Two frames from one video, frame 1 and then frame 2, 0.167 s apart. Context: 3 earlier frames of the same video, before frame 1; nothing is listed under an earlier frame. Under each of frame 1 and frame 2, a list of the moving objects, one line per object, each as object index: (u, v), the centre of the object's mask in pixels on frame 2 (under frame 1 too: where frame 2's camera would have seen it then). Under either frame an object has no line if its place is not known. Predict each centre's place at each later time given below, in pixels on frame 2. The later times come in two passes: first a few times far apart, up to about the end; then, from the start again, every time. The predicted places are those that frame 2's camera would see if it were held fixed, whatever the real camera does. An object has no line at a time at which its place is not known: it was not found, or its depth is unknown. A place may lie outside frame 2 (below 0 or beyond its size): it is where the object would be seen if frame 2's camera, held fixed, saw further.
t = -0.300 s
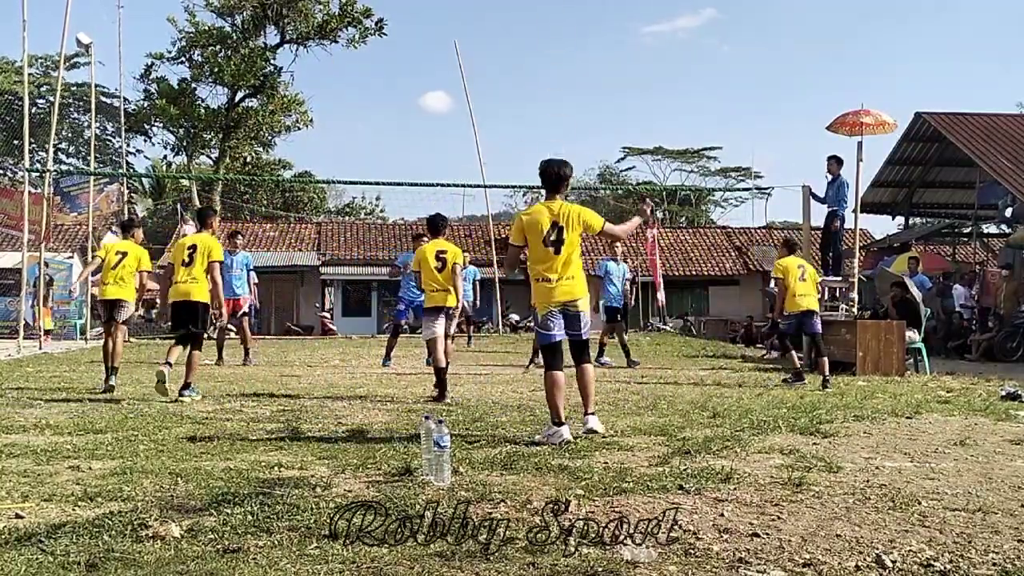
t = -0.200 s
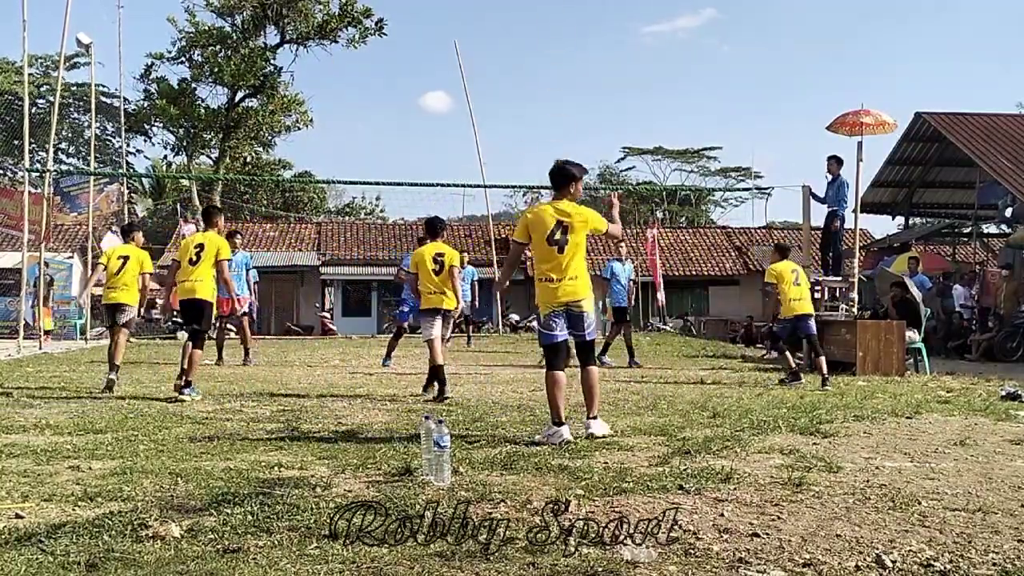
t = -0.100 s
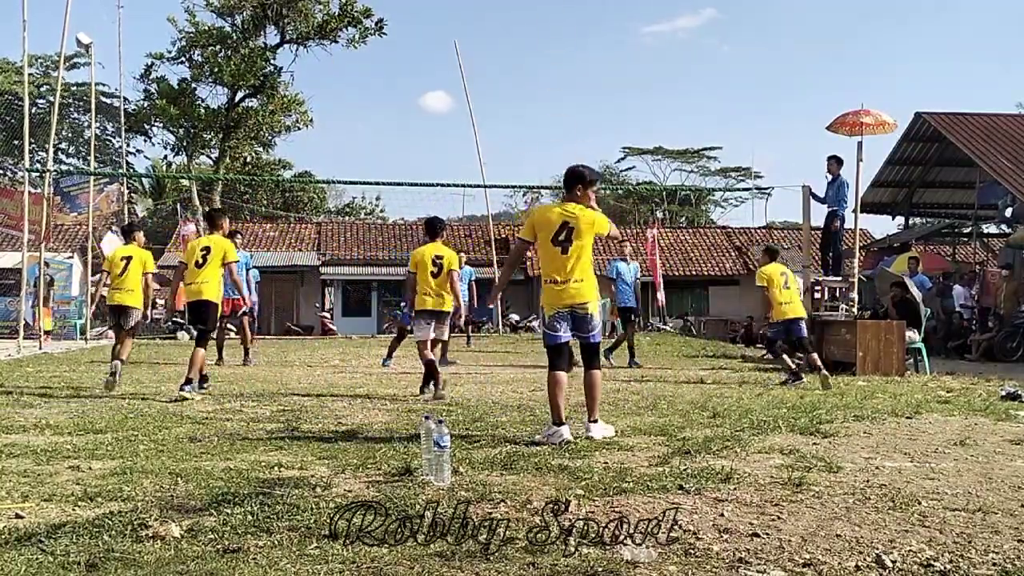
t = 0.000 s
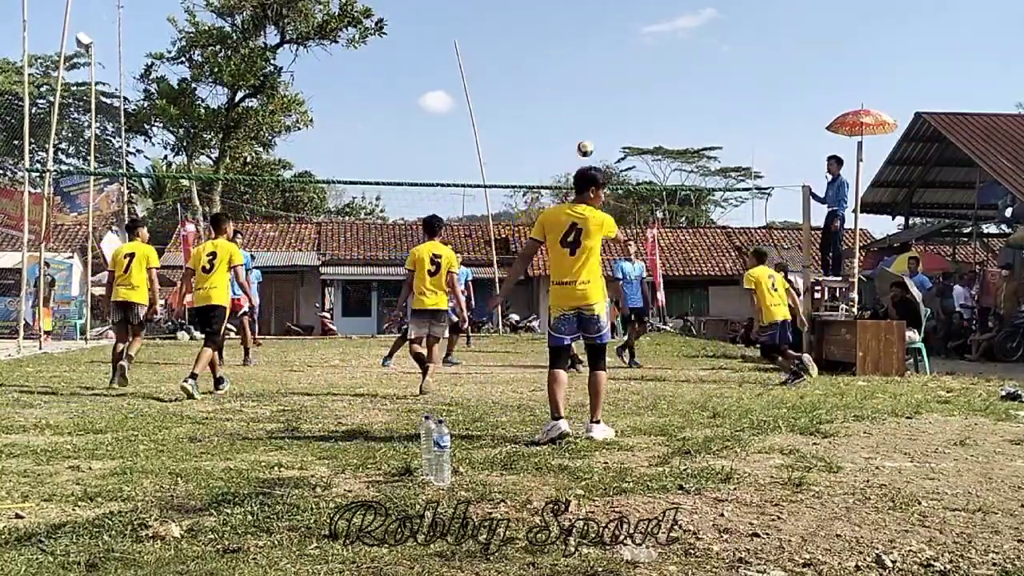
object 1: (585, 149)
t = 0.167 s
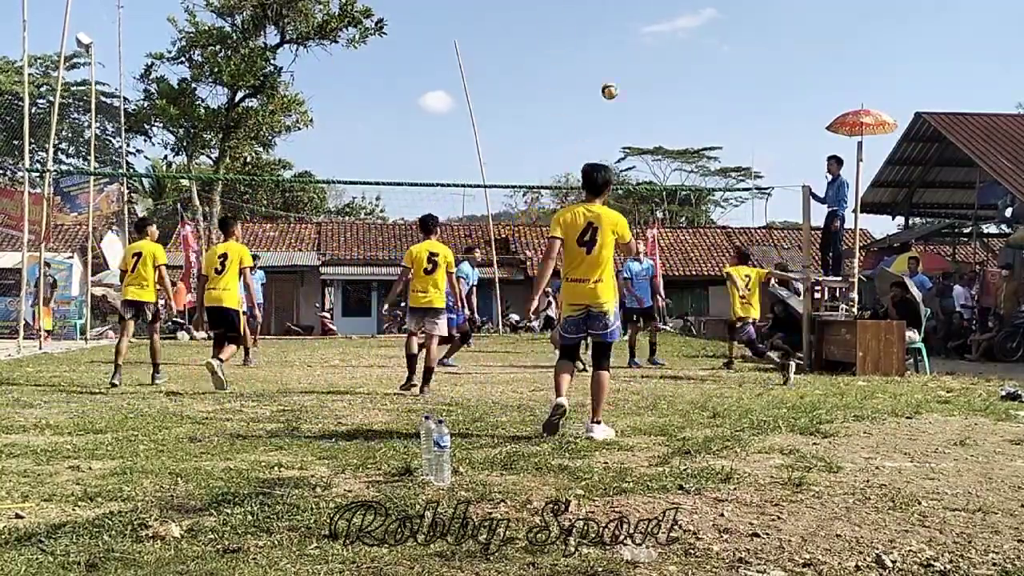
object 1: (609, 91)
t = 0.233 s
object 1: (619, 74)
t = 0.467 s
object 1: (650, 44)
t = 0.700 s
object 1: (680, 55)
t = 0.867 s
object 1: (699, 87)
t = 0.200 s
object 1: (614, 82)
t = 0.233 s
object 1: (619, 74)
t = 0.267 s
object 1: (623, 67)
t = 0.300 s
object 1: (628, 60)
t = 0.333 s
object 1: (632, 56)
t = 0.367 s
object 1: (637, 52)
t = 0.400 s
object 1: (642, 47)
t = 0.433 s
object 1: (646, 45)
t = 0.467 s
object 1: (650, 44)
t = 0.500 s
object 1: (655, 43)
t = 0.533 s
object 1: (659, 43)
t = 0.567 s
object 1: (663, 44)
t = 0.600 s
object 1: (668, 45)
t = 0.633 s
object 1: (671, 48)
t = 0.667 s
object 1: (675, 51)
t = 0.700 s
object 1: (680, 55)
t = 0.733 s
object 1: (684, 60)
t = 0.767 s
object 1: (688, 66)
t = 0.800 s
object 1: (691, 72)
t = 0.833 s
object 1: (695, 79)
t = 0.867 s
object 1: (699, 87)
